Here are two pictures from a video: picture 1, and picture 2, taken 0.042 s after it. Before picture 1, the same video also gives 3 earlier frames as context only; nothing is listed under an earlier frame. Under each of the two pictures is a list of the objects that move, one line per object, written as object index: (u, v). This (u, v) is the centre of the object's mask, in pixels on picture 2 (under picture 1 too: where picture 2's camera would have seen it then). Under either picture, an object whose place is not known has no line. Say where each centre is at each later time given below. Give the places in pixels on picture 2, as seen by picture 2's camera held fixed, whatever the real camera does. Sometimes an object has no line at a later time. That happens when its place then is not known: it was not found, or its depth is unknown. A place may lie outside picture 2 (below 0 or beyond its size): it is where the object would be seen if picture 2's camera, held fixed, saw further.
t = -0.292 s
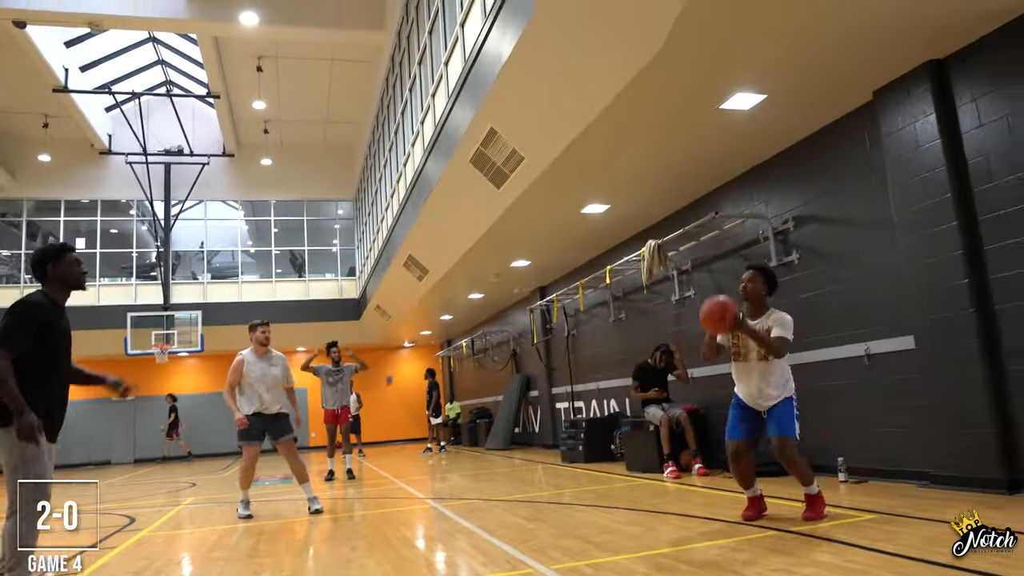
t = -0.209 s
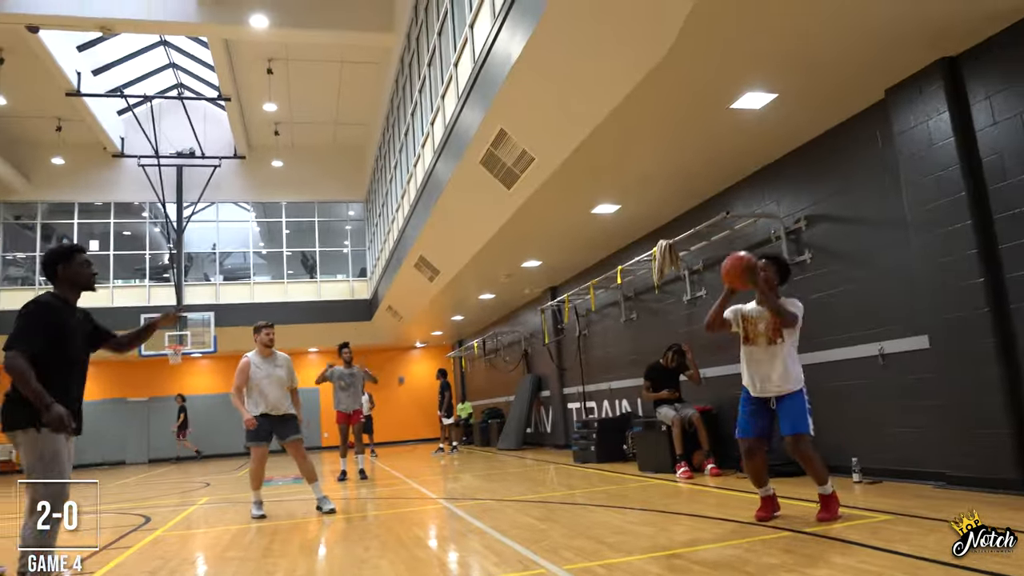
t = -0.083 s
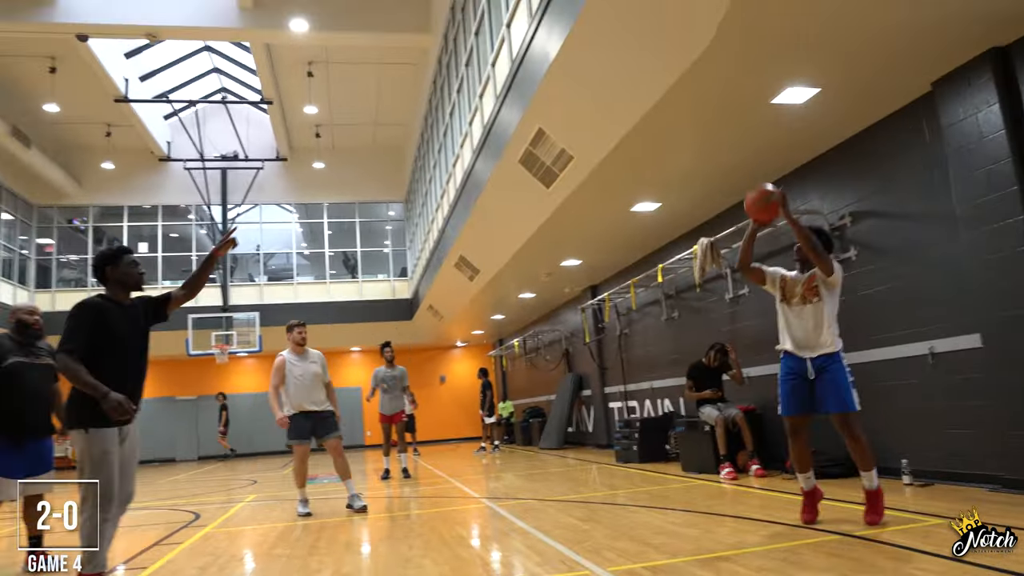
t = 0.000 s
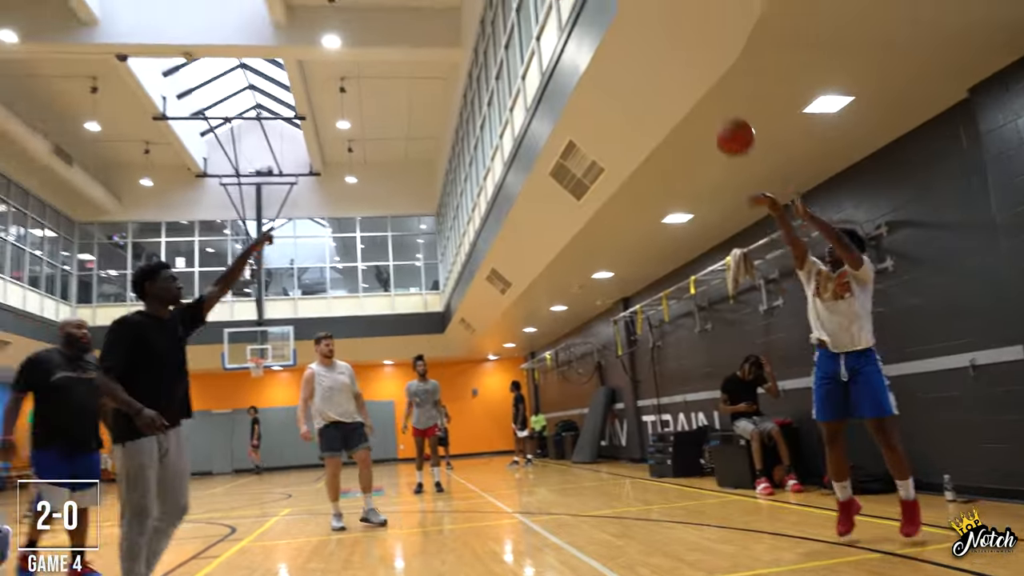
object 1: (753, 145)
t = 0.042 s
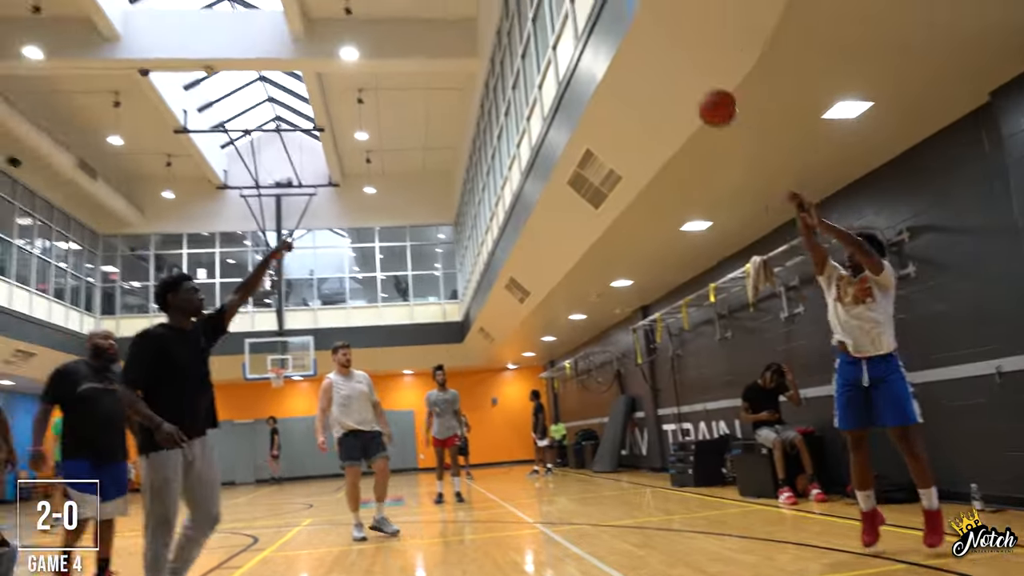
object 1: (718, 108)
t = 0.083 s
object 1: (683, 74)
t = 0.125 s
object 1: (648, 42)
